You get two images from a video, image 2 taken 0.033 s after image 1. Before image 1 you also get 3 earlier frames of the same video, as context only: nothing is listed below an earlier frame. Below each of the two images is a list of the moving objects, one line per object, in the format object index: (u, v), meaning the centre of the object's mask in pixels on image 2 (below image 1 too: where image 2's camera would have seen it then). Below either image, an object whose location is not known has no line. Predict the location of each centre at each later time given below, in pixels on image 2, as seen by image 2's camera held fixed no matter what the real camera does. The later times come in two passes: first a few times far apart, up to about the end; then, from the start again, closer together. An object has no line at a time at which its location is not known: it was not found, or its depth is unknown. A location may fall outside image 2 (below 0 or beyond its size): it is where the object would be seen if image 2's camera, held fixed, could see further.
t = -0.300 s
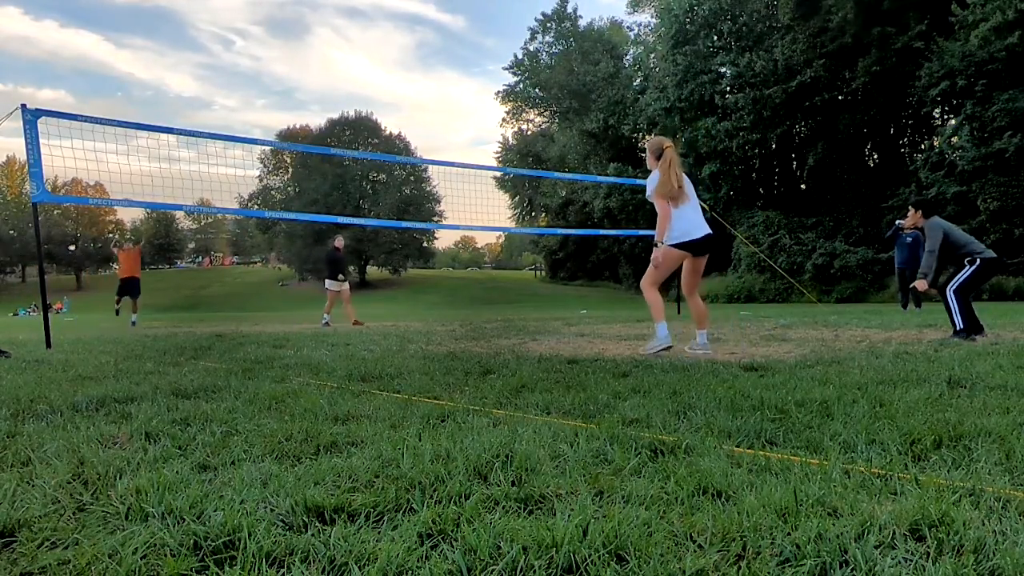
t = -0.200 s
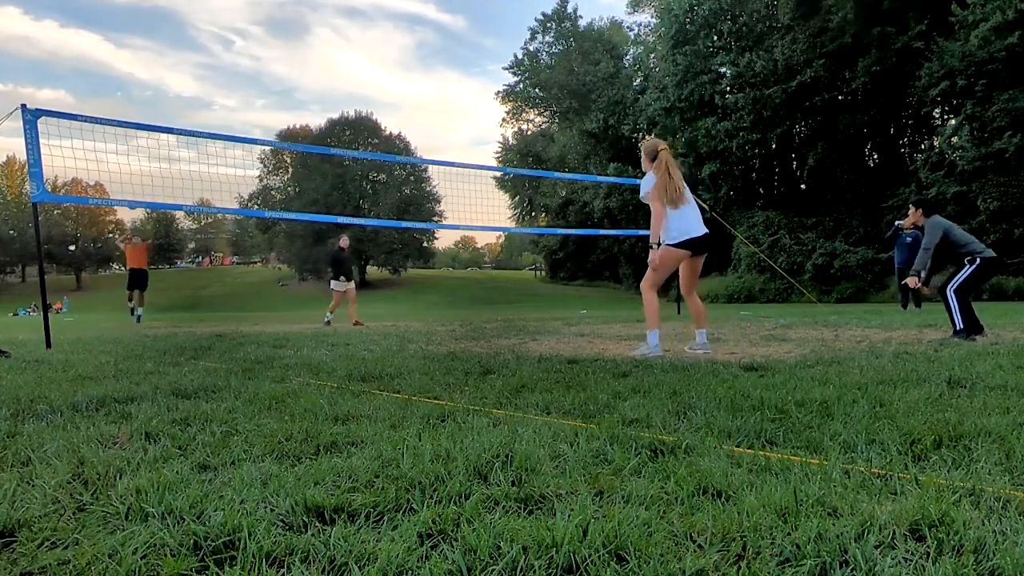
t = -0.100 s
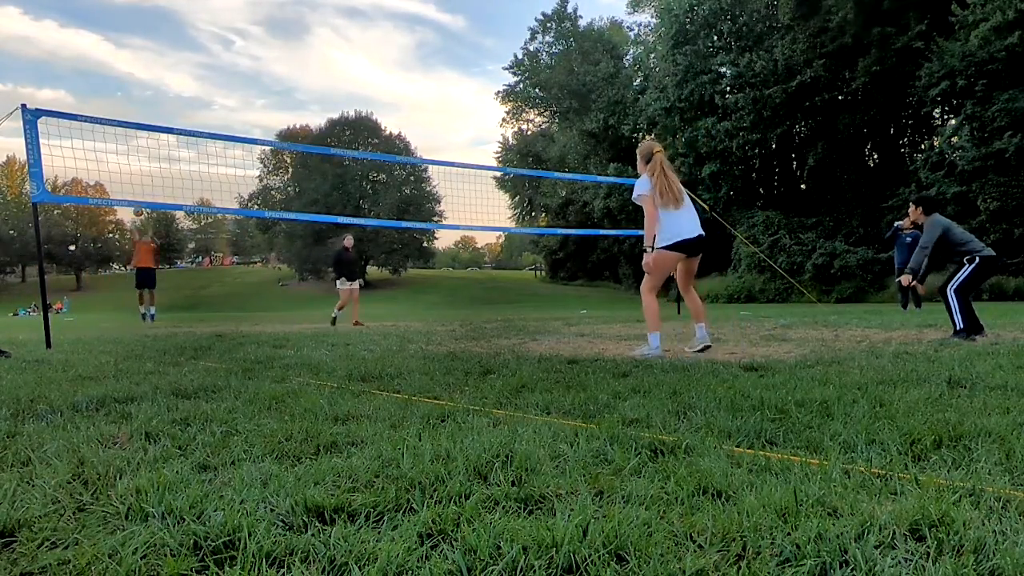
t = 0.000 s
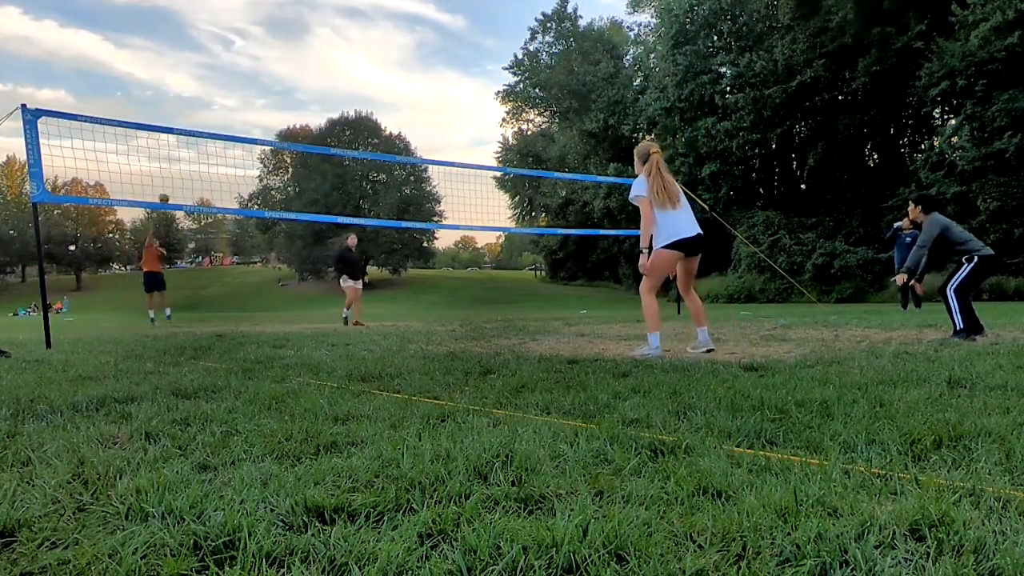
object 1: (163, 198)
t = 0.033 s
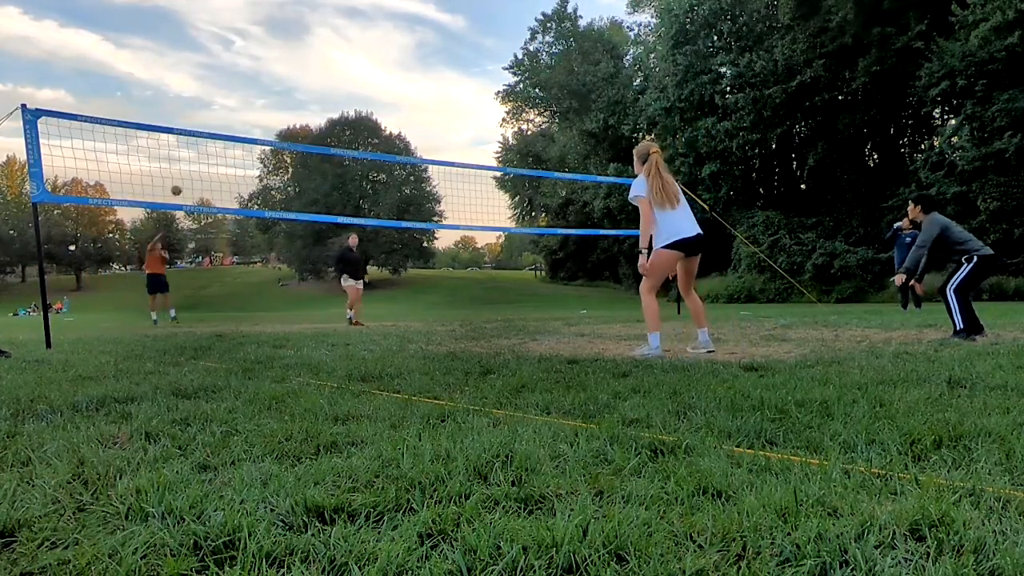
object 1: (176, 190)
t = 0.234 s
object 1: (256, 149)
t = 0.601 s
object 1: (454, 116)
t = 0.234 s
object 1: (256, 149)
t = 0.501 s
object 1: (392, 117)
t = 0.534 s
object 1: (412, 116)
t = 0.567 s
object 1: (433, 116)
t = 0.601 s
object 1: (454, 116)
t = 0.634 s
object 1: (477, 118)
